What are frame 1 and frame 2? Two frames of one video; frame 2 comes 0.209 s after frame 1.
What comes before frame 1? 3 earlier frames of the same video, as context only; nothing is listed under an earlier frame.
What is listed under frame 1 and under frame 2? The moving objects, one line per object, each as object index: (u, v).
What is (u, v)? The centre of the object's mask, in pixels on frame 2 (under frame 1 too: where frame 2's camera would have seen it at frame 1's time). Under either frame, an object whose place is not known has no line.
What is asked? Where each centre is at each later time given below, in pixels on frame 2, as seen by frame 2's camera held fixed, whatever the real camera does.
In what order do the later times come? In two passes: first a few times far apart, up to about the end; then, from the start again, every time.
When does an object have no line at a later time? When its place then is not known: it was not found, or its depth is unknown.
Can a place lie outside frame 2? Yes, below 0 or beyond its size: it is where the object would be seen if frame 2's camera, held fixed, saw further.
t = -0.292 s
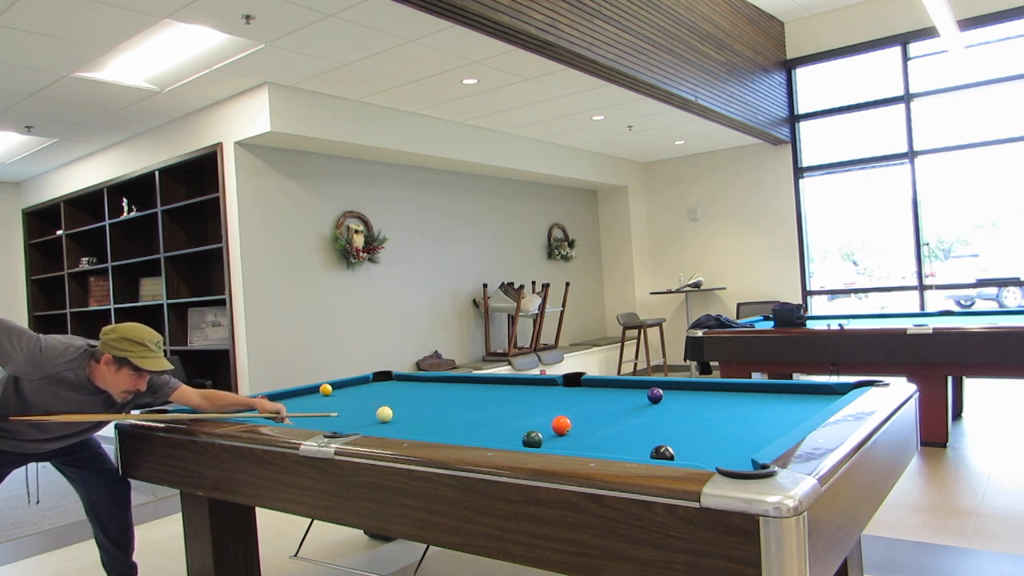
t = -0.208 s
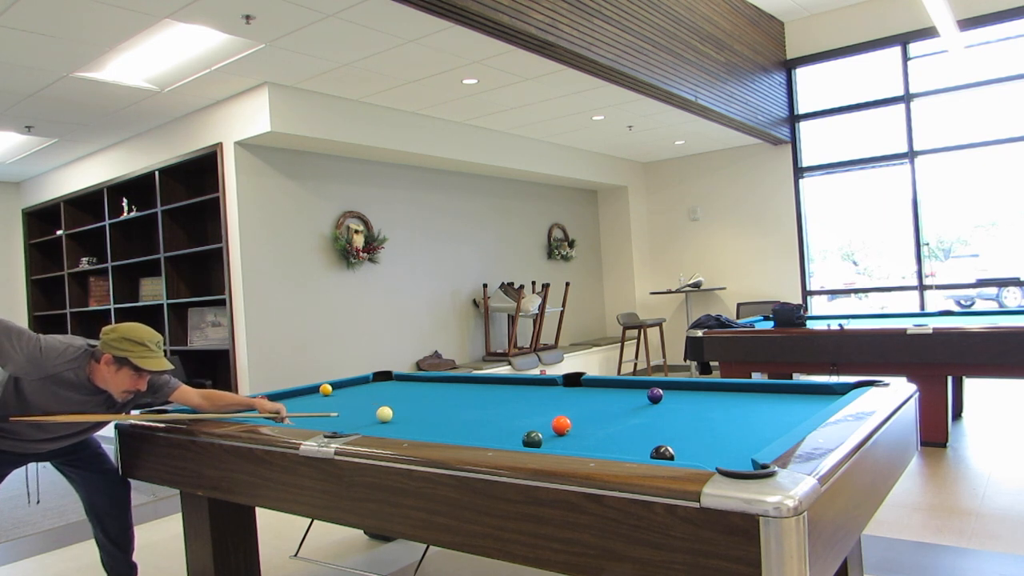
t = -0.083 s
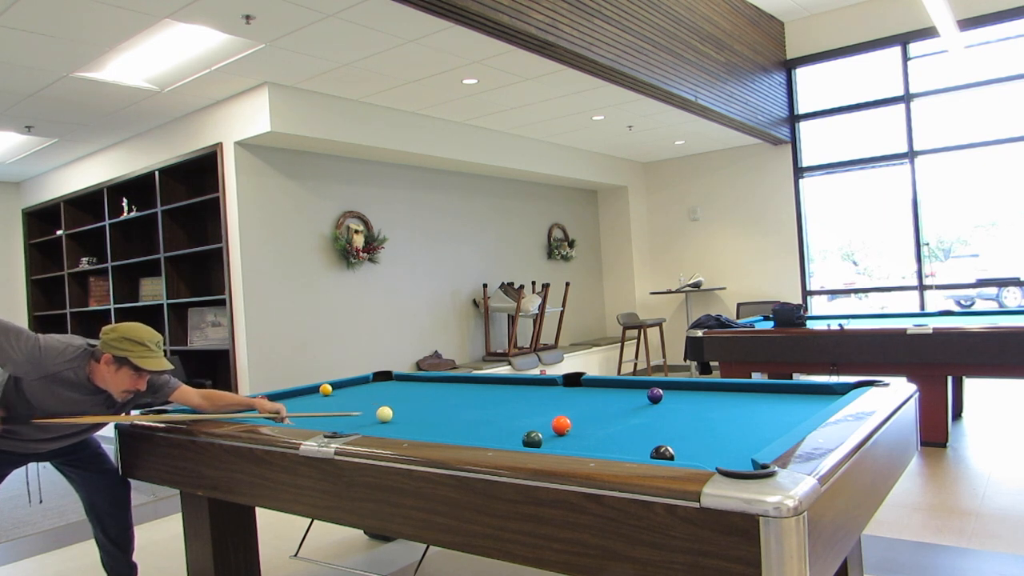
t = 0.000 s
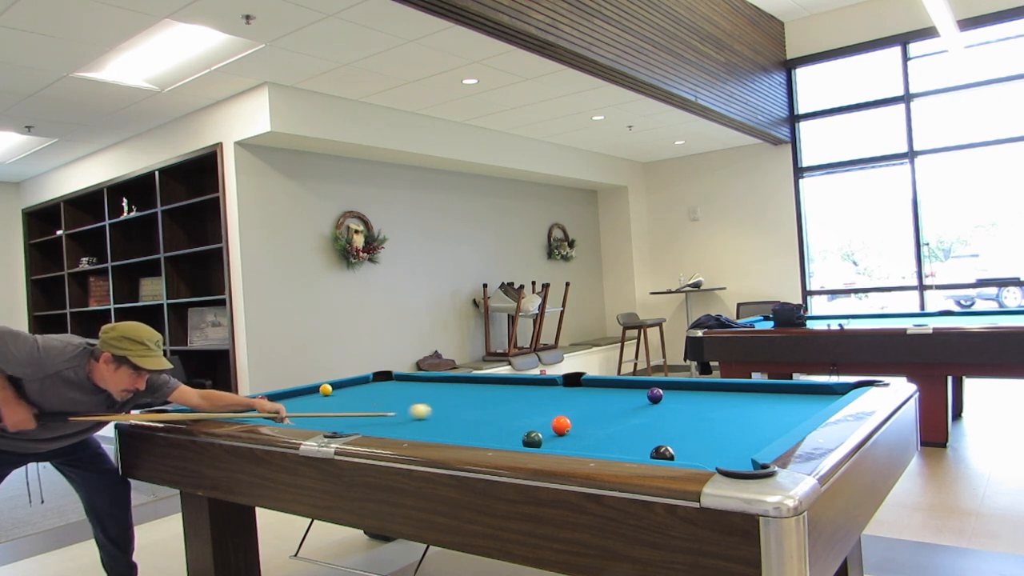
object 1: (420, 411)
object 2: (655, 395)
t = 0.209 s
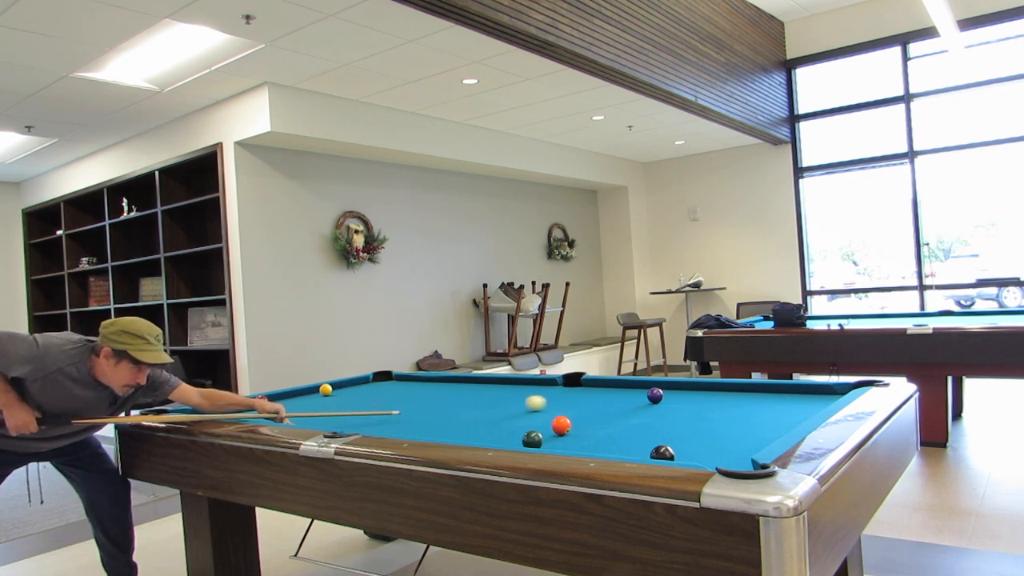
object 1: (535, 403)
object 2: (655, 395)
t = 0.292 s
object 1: (578, 399)
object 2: (655, 395)
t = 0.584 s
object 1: (654, 391)
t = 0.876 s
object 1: (688, 385)
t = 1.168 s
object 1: (687, 389)
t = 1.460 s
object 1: (684, 393)
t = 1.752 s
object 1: (682, 397)
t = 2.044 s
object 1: (680, 401)
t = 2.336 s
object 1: (677, 404)
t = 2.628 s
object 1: (675, 408)
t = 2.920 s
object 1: (673, 411)
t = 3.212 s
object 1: (671, 414)
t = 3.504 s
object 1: (669, 417)
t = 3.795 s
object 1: (667, 419)
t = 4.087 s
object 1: (666, 421)
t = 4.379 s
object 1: (664, 422)
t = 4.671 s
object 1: (662, 423)
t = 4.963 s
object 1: (661, 423)
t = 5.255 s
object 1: (660, 423)
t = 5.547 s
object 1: (660, 423)
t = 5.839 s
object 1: (660, 423)
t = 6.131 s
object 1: (660, 423)
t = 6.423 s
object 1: (660, 423)
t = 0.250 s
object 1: (557, 401)
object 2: (655, 395)
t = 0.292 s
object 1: (578, 399)
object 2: (655, 395)
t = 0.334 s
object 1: (598, 398)
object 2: (655, 395)
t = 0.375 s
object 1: (619, 397)
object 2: (655, 395)
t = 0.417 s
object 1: (638, 395)
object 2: (656, 394)
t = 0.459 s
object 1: (641, 394)
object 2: (675, 394)
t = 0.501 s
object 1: (644, 393)
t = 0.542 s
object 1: (649, 392)
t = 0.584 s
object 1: (654, 391)
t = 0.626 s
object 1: (660, 390)
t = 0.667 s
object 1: (665, 389)
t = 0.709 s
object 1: (671, 388)
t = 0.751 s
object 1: (676, 387)
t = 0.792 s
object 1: (681, 386)
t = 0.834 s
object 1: (687, 385)
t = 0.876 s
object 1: (688, 385)
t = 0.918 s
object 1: (688, 385)
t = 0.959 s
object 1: (688, 386)
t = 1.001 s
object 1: (687, 387)
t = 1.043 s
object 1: (687, 387)
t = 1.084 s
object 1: (687, 388)
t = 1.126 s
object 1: (687, 388)
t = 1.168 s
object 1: (687, 389)
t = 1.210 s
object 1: (686, 390)
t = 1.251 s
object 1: (686, 390)
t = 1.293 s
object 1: (686, 391)
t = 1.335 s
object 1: (685, 391)
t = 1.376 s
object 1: (685, 392)
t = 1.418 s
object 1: (685, 392)
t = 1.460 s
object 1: (684, 393)
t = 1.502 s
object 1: (684, 394)
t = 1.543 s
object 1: (684, 394)
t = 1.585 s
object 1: (683, 395)
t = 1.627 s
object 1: (683, 395)
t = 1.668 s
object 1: (683, 396)
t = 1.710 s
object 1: (683, 396)
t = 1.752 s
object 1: (682, 397)
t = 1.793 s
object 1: (682, 397)
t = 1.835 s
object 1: (682, 398)
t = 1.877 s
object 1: (681, 399)
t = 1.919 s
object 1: (681, 399)
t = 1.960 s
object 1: (680, 400)
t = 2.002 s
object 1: (680, 400)
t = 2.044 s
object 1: (680, 401)
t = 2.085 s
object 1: (679, 401)
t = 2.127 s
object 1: (679, 402)
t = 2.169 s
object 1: (679, 402)
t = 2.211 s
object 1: (679, 403)
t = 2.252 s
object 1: (678, 403)
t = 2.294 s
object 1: (678, 404)
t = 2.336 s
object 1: (677, 404)
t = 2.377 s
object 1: (677, 405)
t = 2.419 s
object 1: (677, 406)
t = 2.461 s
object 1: (676, 406)
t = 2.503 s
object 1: (676, 407)
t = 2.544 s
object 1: (676, 407)
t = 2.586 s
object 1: (676, 407)
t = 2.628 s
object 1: (675, 408)
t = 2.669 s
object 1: (675, 408)
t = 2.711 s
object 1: (675, 409)
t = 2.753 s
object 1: (674, 410)
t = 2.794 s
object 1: (674, 410)
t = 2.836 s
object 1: (674, 411)
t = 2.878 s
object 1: (674, 411)
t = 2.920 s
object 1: (673, 411)
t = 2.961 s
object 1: (673, 412)
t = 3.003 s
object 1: (673, 412)
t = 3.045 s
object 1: (672, 413)
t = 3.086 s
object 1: (672, 413)
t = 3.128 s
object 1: (672, 413)
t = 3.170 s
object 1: (671, 414)
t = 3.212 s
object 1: (671, 414)
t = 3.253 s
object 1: (671, 415)
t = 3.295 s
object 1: (671, 415)
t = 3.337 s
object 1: (671, 416)
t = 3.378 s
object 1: (670, 416)
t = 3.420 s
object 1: (670, 416)
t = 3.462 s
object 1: (670, 417)
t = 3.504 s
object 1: (669, 417)
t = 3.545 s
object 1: (669, 417)
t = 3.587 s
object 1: (669, 418)
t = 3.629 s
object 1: (668, 418)
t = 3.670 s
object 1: (668, 418)
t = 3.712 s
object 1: (668, 419)
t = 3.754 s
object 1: (668, 419)
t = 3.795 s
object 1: (667, 419)
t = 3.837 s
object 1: (667, 420)
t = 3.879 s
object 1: (667, 420)
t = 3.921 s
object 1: (667, 420)
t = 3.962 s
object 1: (667, 420)
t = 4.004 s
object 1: (666, 421)
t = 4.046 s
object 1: (666, 421)
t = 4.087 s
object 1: (666, 421)
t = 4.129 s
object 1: (666, 421)
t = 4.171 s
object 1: (666, 422)
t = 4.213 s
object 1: (665, 422)
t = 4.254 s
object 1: (665, 422)
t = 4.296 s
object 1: (665, 422)
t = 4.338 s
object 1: (665, 422)
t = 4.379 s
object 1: (664, 422)
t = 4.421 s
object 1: (664, 423)
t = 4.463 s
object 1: (664, 423)
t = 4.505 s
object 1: (663, 423)
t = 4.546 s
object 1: (663, 423)
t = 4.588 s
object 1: (662, 423)
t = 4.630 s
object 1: (662, 423)
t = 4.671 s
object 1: (662, 423)
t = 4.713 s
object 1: (662, 423)
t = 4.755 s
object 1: (661, 423)
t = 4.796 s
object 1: (661, 423)
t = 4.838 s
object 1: (661, 423)
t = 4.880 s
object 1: (661, 423)
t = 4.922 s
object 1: (661, 423)
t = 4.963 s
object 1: (661, 423)
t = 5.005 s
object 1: (661, 423)
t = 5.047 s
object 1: (660, 423)
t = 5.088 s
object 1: (660, 423)
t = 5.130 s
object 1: (660, 423)
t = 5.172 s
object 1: (660, 423)
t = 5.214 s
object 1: (660, 424)
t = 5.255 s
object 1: (660, 423)
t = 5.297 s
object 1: (660, 423)
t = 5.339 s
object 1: (660, 424)
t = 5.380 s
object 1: (660, 423)
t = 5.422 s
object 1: (660, 423)
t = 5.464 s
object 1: (660, 423)
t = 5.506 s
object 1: (660, 423)
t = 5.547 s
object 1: (660, 423)
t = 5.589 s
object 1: (660, 423)
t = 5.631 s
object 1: (660, 424)
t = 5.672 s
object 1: (660, 423)
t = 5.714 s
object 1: (660, 423)
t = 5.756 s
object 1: (660, 423)
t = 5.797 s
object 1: (660, 423)
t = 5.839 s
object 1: (660, 423)
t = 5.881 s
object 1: (660, 423)
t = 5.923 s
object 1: (660, 423)
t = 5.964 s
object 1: (660, 424)
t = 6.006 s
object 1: (660, 423)
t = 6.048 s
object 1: (660, 423)
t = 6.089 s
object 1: (660, 423)
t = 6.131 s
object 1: (660, 423)
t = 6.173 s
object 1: (660, 423)
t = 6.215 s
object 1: (660, 423)
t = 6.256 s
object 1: (660, 423)
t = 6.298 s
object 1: (660, 423)
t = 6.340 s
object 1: (660, 423)
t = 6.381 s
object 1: (660, 423)
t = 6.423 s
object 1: (660, 423)
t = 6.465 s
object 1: (660, 423)
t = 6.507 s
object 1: (660, 423)
